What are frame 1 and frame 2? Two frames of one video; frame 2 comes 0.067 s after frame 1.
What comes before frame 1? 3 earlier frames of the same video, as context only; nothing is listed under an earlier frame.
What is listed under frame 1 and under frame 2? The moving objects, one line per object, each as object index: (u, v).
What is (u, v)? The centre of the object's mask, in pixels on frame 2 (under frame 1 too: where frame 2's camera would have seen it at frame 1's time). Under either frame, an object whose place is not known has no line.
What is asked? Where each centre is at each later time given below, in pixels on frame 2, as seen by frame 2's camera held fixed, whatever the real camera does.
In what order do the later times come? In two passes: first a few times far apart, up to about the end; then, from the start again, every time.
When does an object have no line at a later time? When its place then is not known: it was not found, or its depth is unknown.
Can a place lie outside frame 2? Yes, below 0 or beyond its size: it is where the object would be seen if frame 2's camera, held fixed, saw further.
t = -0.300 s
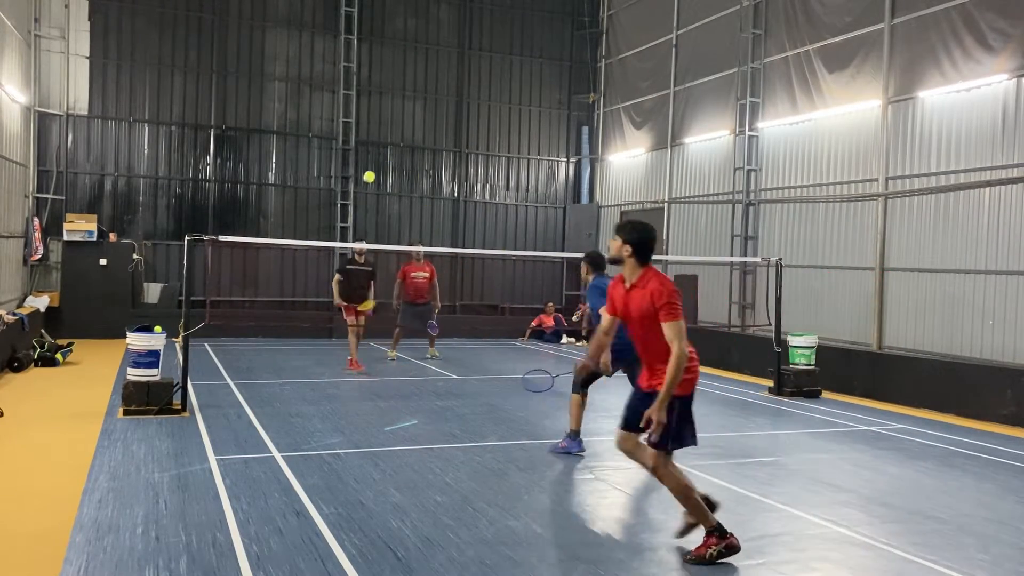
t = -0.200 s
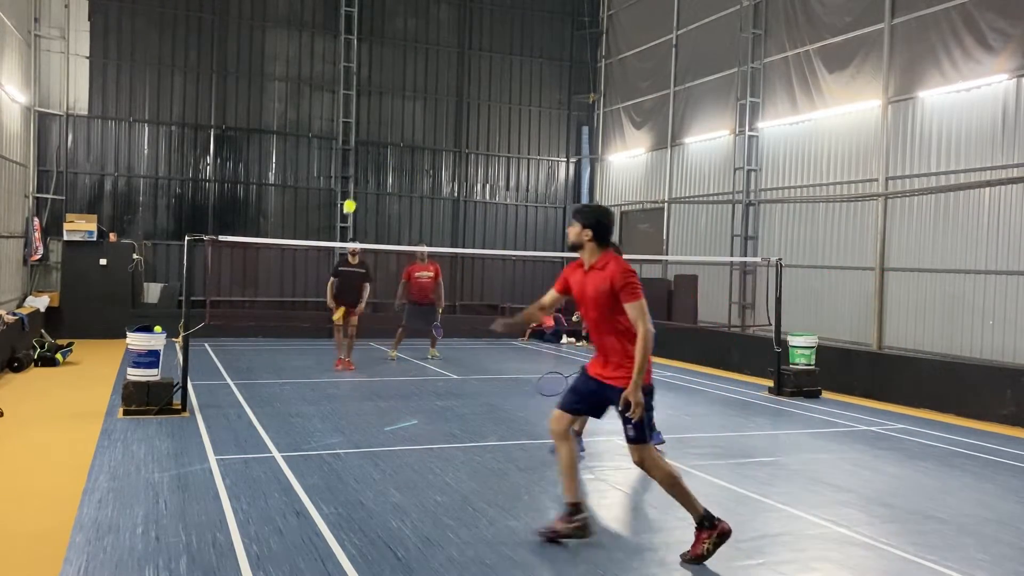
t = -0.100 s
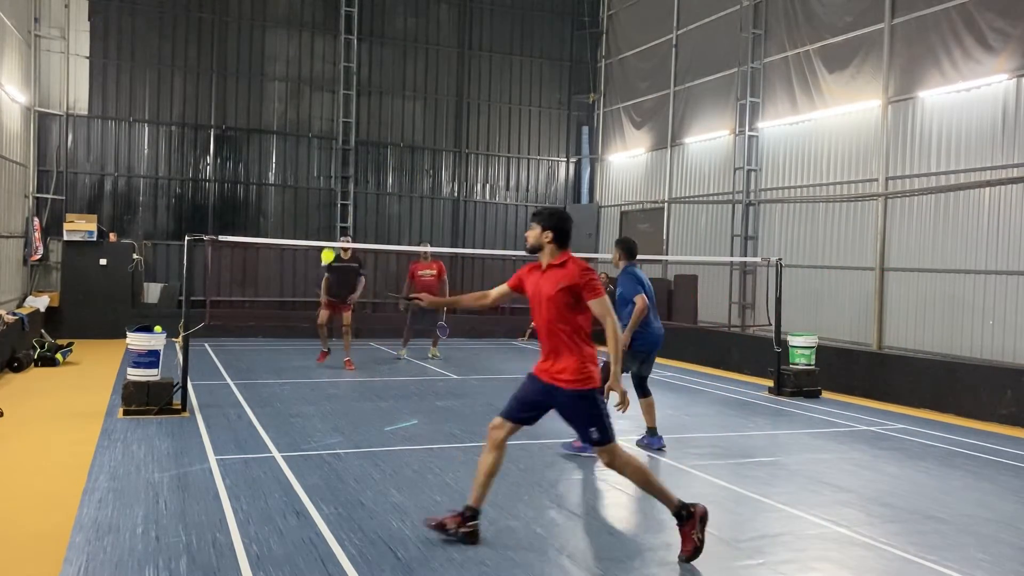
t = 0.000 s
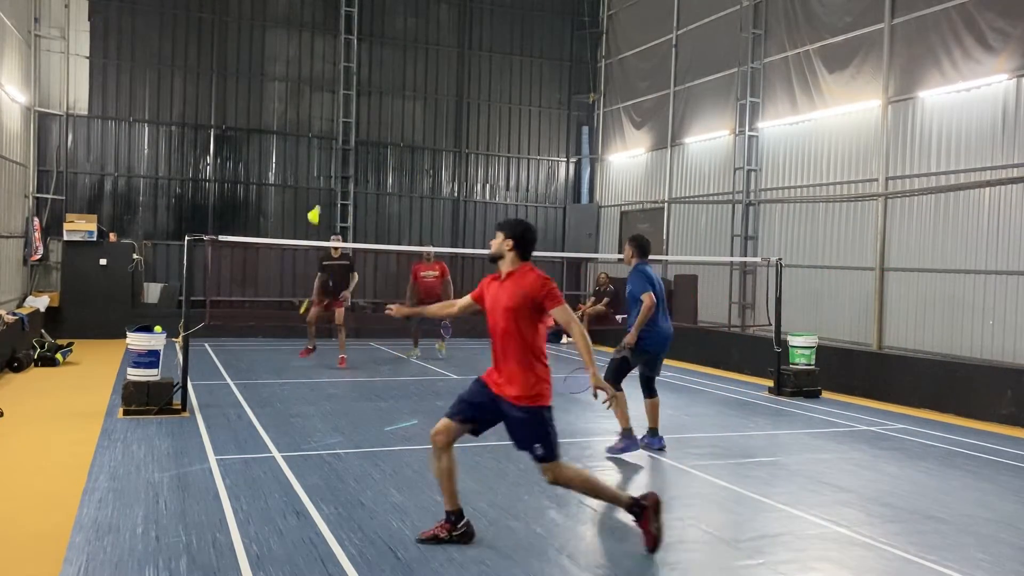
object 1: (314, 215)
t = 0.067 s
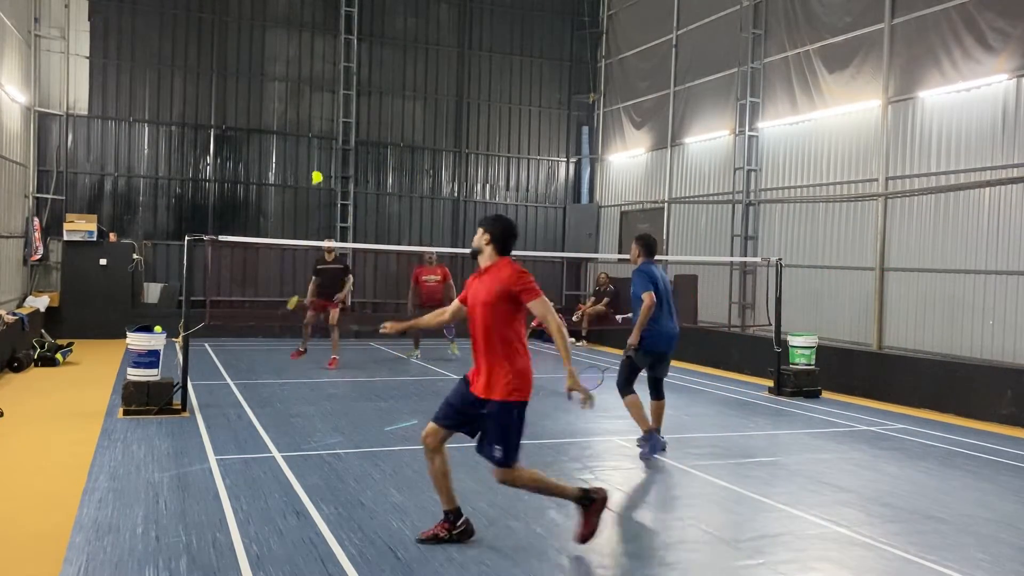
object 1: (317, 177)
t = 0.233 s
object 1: (308, 161)
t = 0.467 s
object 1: (303, 190)
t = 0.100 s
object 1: (314, 171)
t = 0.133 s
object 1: (312, 171)
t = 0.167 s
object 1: (311, 168)
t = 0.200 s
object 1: (309, 164)
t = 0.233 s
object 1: (308, 161)
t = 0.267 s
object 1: (308, 162)
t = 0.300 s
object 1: (307, 164)
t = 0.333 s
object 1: (306, 168)
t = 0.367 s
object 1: (305, 172)
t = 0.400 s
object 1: (305, 177)
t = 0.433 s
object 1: (304, 183)
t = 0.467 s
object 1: (303, 190)
